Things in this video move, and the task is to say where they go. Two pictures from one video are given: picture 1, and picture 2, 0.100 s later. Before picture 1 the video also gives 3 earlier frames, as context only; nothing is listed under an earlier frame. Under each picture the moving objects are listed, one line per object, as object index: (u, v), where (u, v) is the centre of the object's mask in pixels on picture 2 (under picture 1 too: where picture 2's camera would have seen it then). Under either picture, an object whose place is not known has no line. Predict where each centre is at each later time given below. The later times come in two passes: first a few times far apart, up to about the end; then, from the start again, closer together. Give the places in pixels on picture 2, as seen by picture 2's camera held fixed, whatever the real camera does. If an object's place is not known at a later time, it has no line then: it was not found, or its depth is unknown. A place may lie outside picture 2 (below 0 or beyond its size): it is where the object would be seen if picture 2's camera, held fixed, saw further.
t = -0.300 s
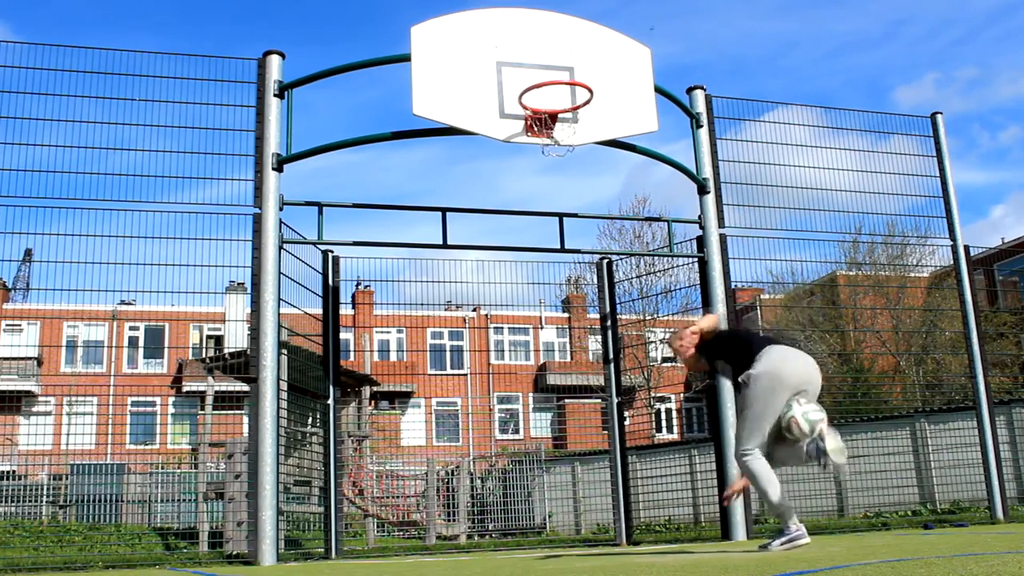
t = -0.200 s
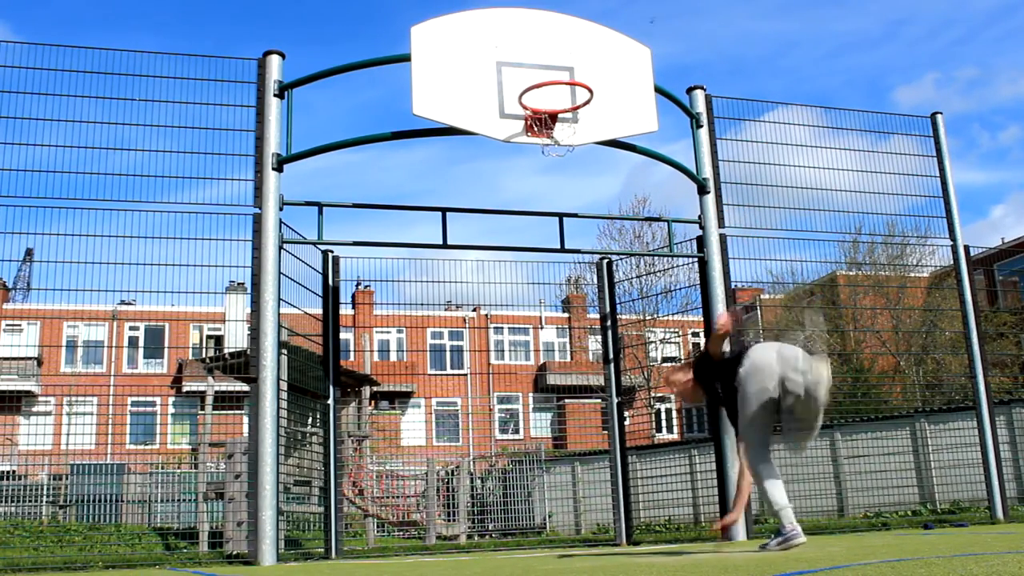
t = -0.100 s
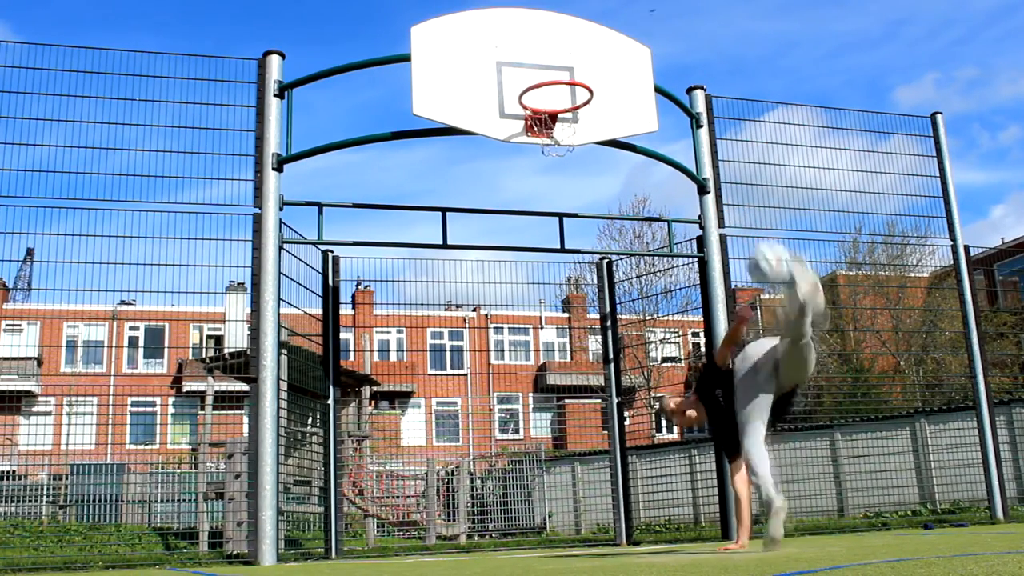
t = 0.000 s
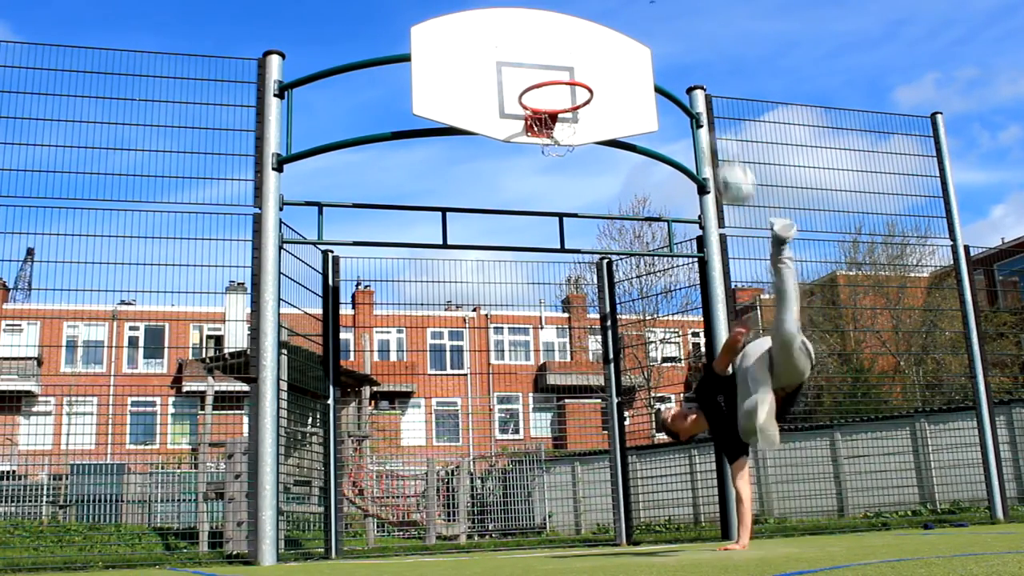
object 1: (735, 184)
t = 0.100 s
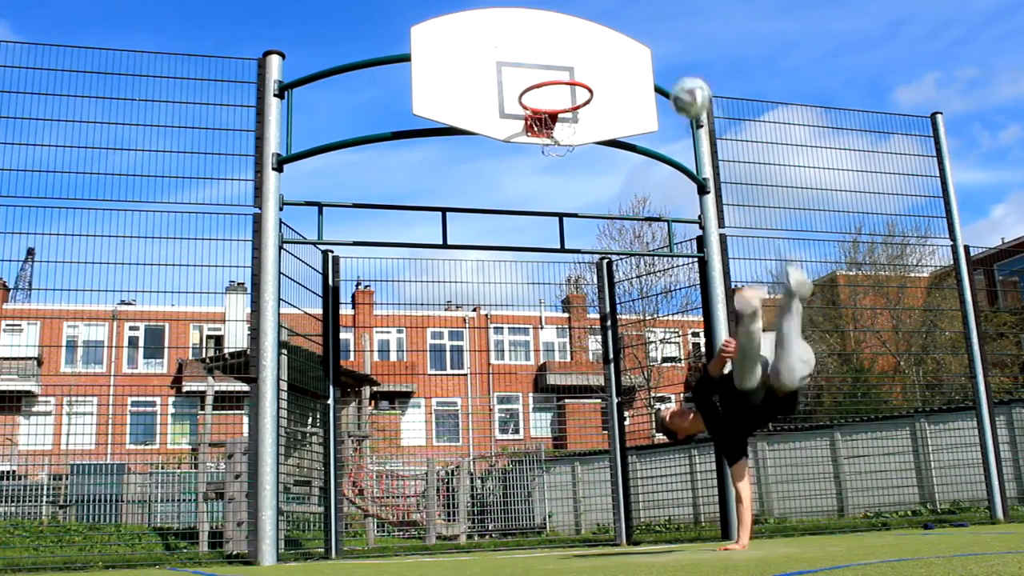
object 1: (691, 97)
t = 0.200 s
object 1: (663, 51)
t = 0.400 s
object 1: (613, 12)
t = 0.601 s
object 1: (577, 21)
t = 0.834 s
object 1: (541, 97)
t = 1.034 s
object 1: (533, 56)
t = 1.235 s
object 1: (531, 64)
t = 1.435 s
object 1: (547, 70)
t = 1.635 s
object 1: (564, 95)
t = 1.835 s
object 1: (541, 111)
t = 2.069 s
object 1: (564, 167)
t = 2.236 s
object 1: (579, 247)
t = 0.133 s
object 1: (679, 76)
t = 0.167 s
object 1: (672, 66)
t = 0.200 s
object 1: (663, 51)
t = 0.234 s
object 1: (654, 42)
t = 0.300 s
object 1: (634, 21)
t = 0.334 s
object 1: (628, 18)
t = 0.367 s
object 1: (620, 14)
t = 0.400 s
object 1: (613, 12)
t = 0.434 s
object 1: (605, 11)
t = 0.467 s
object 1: (598, 11)
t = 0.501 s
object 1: (592, 12)
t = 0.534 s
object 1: (586, 14)
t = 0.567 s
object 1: (581, 17)
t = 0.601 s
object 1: (577, 21)
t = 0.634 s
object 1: (570, 29)
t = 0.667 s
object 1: (564, 40)
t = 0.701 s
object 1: (557, 52)
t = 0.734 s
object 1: (552, 64)
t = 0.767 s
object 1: (549, 77)
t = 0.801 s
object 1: (544, 86)
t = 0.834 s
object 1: (541, 97)
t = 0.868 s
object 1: (534, 89)
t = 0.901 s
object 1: (535, 72)
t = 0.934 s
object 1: (534, 69)
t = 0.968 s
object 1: (534, 65)
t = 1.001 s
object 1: (533, 59)
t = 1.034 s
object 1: (533, 56)
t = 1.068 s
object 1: (532, 53)
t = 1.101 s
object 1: (531, 53)
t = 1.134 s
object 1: (531, 53)
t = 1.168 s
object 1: (531, 56)
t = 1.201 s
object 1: (531, 60)
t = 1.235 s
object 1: (531, 64)
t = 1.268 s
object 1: (531, 71)
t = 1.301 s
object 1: (531, 77)
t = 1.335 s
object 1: (536, 73)
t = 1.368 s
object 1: (539, 72)
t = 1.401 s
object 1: (542, 70)
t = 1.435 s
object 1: (547, 70)
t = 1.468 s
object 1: (554, 71)
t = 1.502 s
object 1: (559, 77)
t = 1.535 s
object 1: (564, 85)
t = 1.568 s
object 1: (567, 89)
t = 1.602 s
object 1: (570, 95)
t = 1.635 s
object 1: (564, 95)
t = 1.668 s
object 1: (558, 95)
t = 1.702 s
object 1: (551, 96)
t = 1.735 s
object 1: (543, 99)
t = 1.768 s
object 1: (539, 101)
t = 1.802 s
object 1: (537, 104)
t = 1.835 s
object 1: (541, 111)
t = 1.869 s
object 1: (546, 117)
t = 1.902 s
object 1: (549, 124)
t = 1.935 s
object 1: (554, 131)
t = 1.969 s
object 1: (556, 137)
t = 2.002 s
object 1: (559, 147)
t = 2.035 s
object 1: (561, 154)
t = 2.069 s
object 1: (564, 167)
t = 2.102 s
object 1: (567, 183)
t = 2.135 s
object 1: (570, 192)
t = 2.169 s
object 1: (573, 212)
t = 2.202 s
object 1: (576, 224)
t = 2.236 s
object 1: (579, 247)
